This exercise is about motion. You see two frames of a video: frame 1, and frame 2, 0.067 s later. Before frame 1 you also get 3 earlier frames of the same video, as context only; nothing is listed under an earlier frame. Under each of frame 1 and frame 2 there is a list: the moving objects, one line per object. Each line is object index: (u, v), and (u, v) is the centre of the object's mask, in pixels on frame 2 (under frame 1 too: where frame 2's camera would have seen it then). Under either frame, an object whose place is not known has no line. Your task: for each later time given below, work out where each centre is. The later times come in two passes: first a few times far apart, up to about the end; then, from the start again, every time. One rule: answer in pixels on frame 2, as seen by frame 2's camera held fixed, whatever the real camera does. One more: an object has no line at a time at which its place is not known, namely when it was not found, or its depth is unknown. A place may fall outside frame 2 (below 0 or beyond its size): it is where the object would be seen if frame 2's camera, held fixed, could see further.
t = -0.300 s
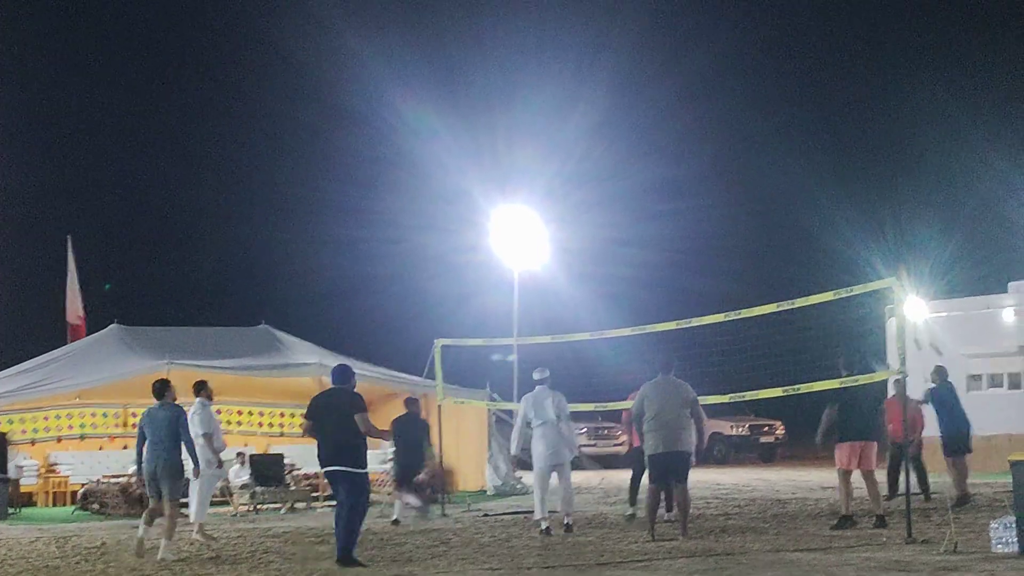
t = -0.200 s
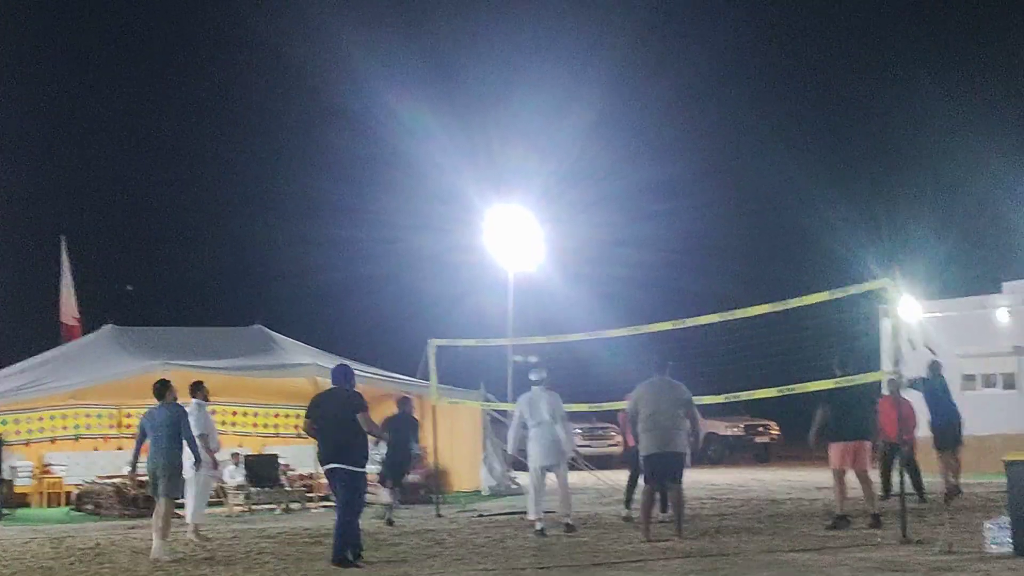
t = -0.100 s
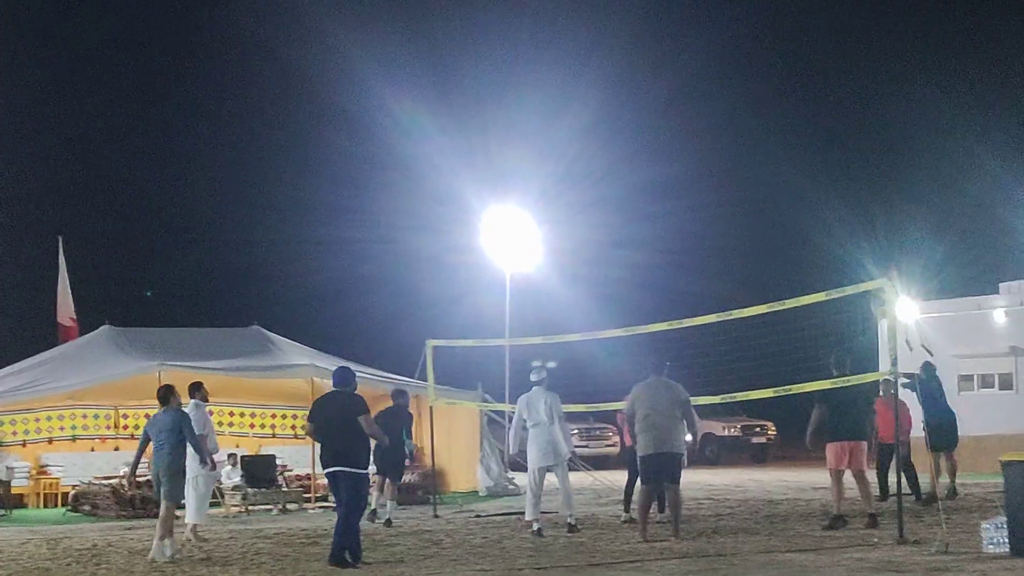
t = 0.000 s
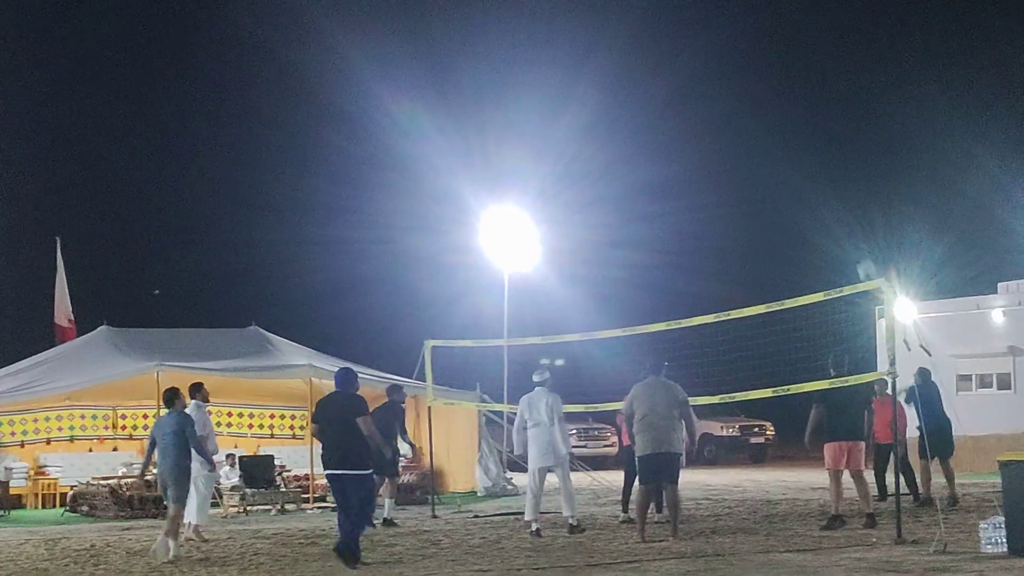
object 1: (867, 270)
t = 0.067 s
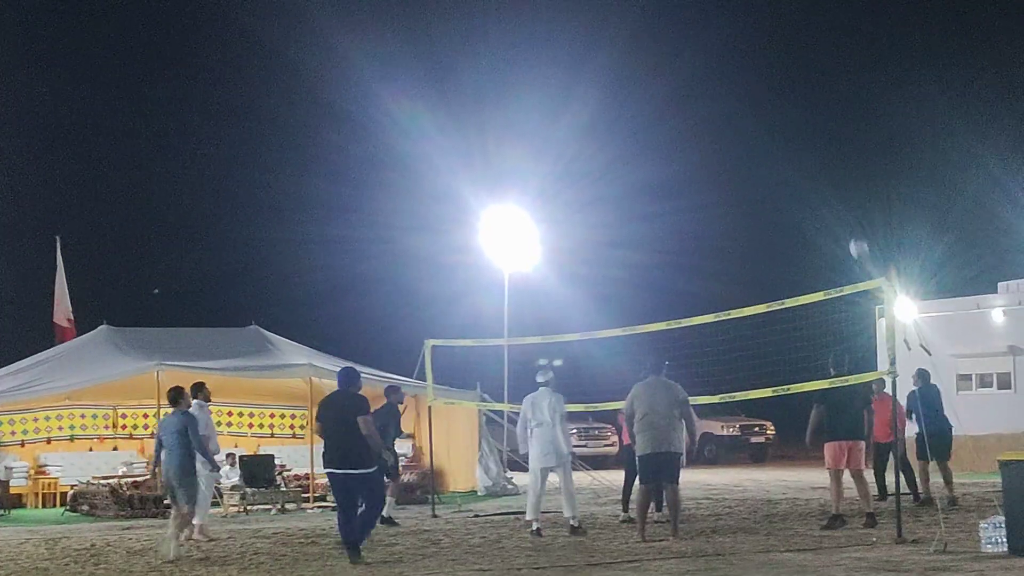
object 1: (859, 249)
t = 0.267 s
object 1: (836, 203)
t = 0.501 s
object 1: (812, 188)
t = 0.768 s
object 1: (785, 223)
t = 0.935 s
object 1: (771, 274)
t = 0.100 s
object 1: (854, 238)
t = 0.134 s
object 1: (851, 229)
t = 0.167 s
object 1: (847, 221)
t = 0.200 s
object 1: (844, 214)
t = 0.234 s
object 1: (839, 208)
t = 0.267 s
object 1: (836, 203)
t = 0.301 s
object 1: (832, 198)
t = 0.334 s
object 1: (829, 194)
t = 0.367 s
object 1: (826, 191)
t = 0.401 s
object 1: (822, 189)
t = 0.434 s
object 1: (819, 188)
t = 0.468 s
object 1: (816, 188)
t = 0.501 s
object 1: (812, 188)
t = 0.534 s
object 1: (809, 190)
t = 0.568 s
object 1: (805, 191)
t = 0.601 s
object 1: (801, 194)
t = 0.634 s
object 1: (798, 198)
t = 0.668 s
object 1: (795, 203)
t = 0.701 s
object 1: (792, 209)
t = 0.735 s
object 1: (789, 215)
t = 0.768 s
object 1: (785, 223)
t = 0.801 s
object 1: (782, 232)
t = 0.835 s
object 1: (779, 241)
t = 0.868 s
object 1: (776, 251)
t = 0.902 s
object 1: (774, 262)
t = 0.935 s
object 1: (771, 274)
